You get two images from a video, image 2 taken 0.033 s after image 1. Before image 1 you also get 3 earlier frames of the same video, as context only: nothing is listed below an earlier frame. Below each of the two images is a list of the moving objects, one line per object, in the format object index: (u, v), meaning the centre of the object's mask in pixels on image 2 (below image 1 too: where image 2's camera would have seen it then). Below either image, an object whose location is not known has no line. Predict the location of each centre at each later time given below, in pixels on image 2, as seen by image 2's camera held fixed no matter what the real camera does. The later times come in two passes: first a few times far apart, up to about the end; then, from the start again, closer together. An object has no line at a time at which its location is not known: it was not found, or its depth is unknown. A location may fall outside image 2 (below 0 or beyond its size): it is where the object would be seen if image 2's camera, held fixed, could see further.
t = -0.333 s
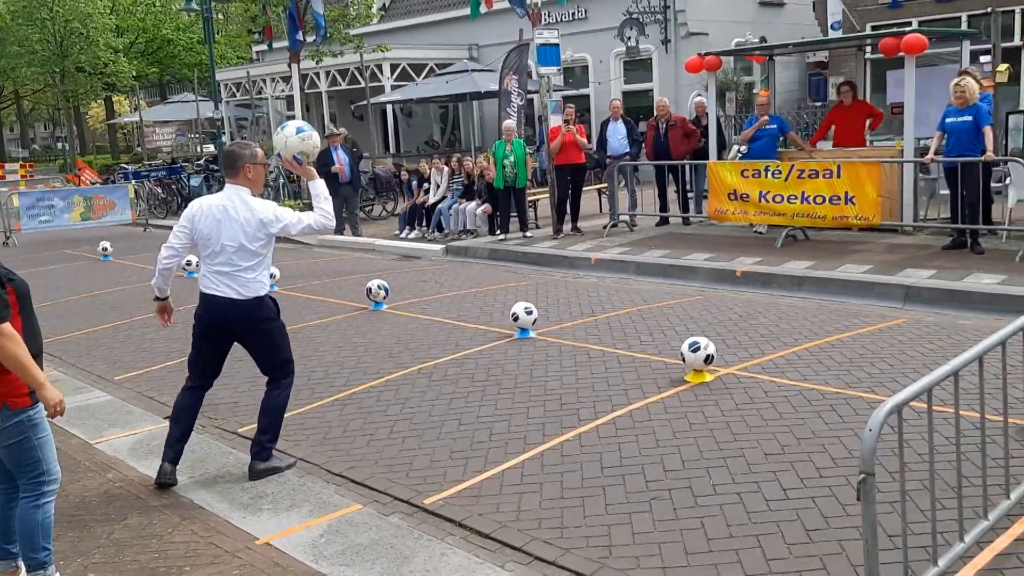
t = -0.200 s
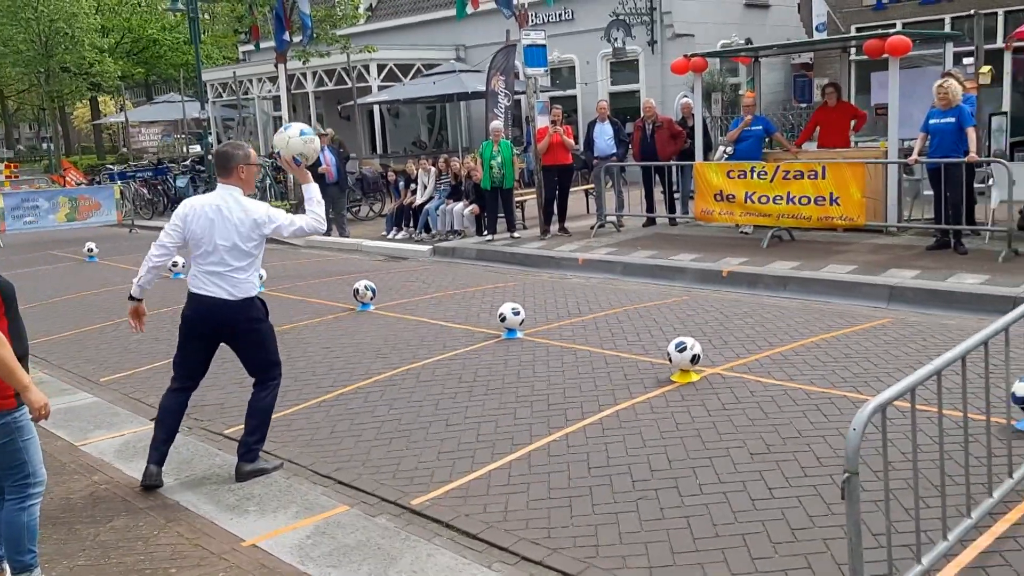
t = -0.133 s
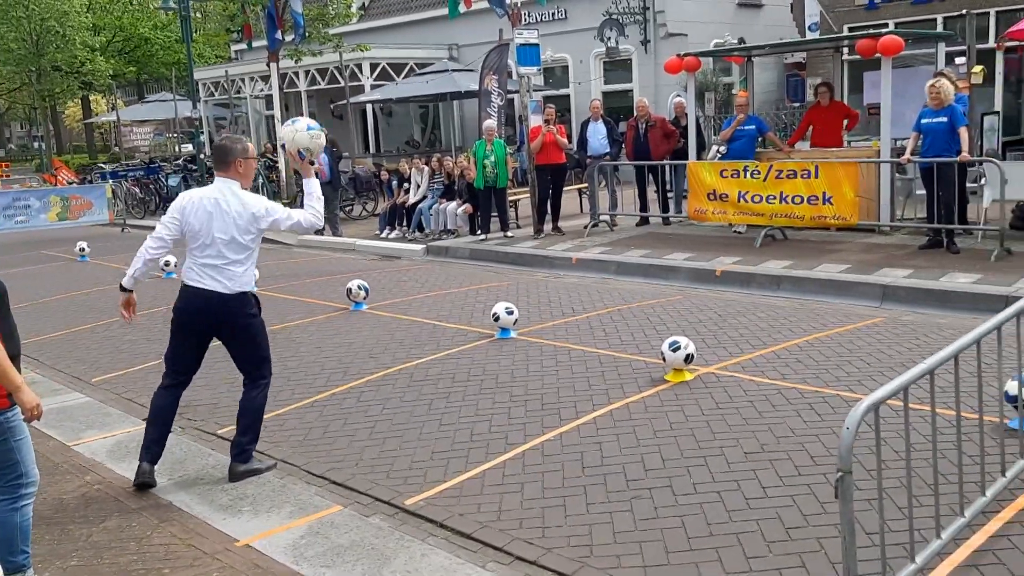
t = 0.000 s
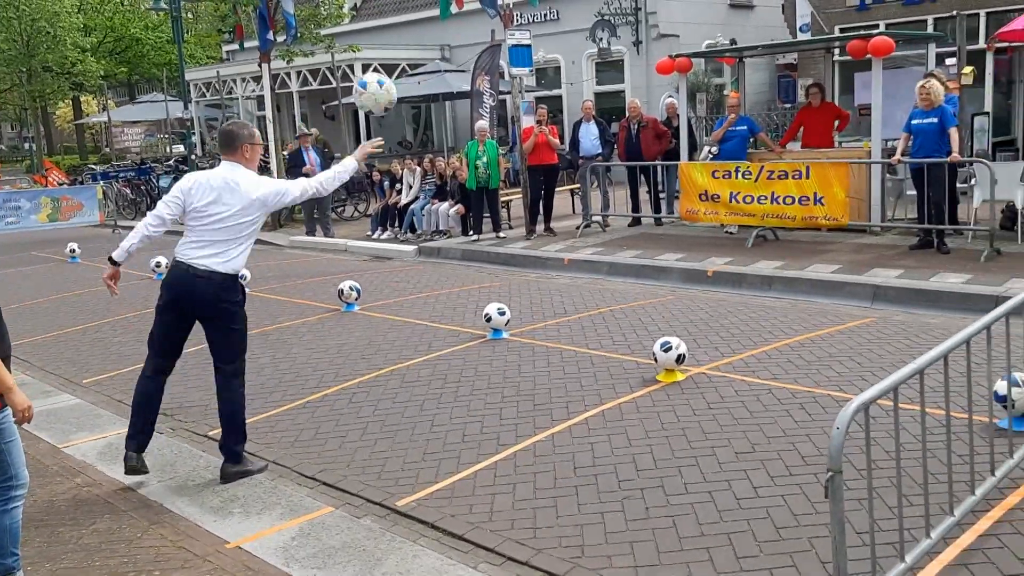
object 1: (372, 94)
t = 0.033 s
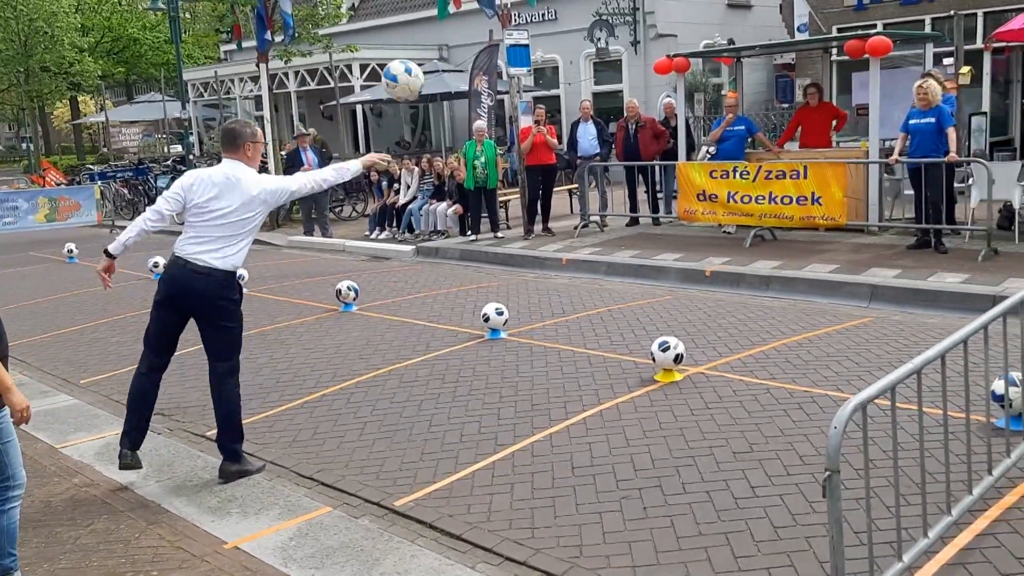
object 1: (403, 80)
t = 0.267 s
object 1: (580, 49)
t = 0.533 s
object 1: (726, 111)
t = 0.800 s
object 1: (828, 233)
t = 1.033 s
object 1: (871, 192)
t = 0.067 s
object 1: (432, 69)
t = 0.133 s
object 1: (486, 54)
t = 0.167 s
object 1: (511, 50)
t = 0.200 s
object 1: (535, 47)
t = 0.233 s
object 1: (558, 47)
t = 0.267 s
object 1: (580, 49)
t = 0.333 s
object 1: (622, 57)
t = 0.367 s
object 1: (641, 63)
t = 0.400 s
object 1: (660, 71)
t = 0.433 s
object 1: (678, 79)
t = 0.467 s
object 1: (695, 88)
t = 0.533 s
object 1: (726, 111)
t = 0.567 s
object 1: (741, 124)
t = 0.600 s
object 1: (756, 137)
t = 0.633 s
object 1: (769, 152)
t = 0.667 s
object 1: (782, 167)
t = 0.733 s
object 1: (807, 199)
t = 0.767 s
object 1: (818, 216)
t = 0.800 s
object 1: (828, 233)
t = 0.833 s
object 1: (839, 251)
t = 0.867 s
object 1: (850, 269)
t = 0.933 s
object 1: (858, 236)
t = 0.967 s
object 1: (863, 221)
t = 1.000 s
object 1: (867, 206)
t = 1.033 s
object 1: (871, 192)
